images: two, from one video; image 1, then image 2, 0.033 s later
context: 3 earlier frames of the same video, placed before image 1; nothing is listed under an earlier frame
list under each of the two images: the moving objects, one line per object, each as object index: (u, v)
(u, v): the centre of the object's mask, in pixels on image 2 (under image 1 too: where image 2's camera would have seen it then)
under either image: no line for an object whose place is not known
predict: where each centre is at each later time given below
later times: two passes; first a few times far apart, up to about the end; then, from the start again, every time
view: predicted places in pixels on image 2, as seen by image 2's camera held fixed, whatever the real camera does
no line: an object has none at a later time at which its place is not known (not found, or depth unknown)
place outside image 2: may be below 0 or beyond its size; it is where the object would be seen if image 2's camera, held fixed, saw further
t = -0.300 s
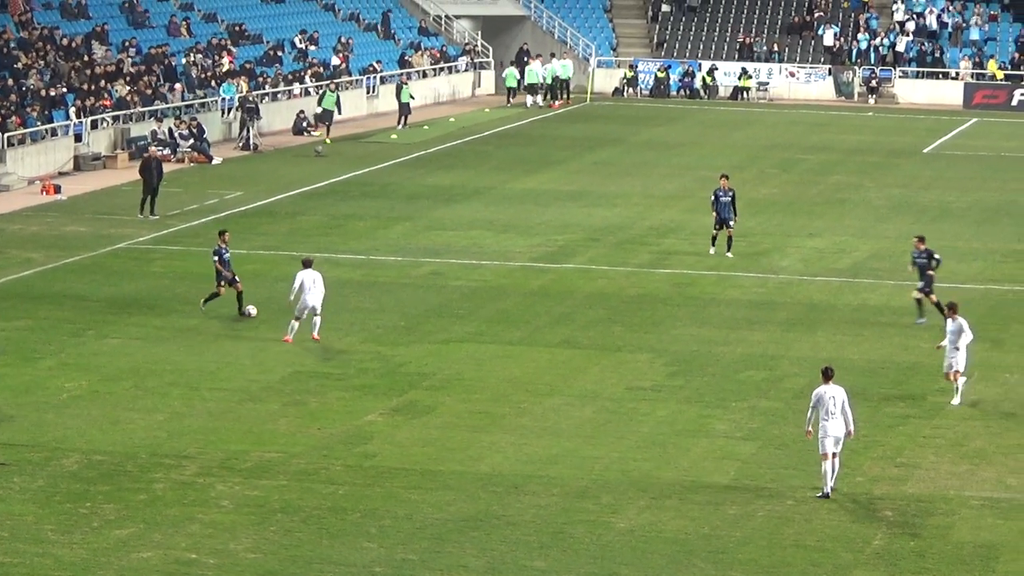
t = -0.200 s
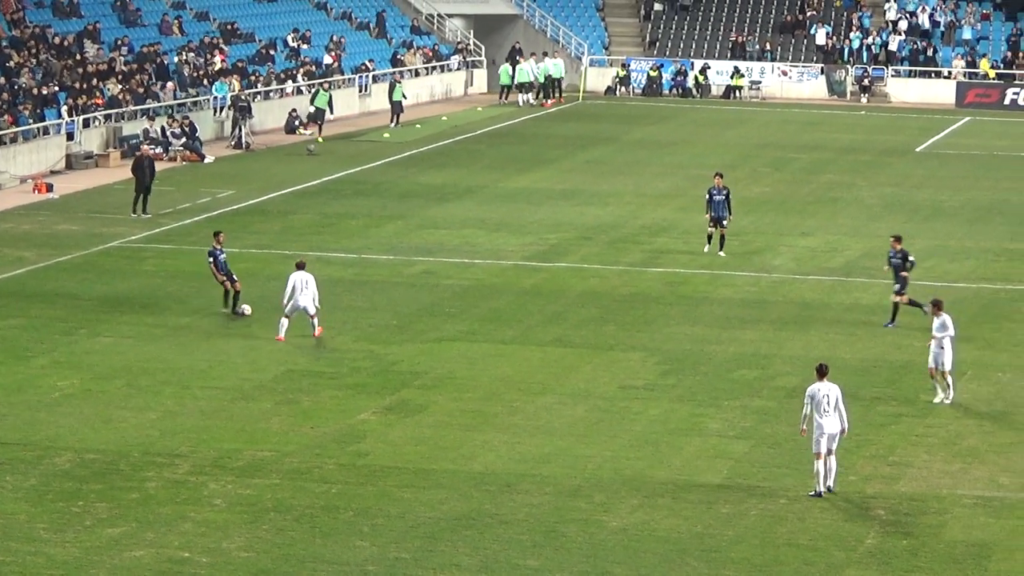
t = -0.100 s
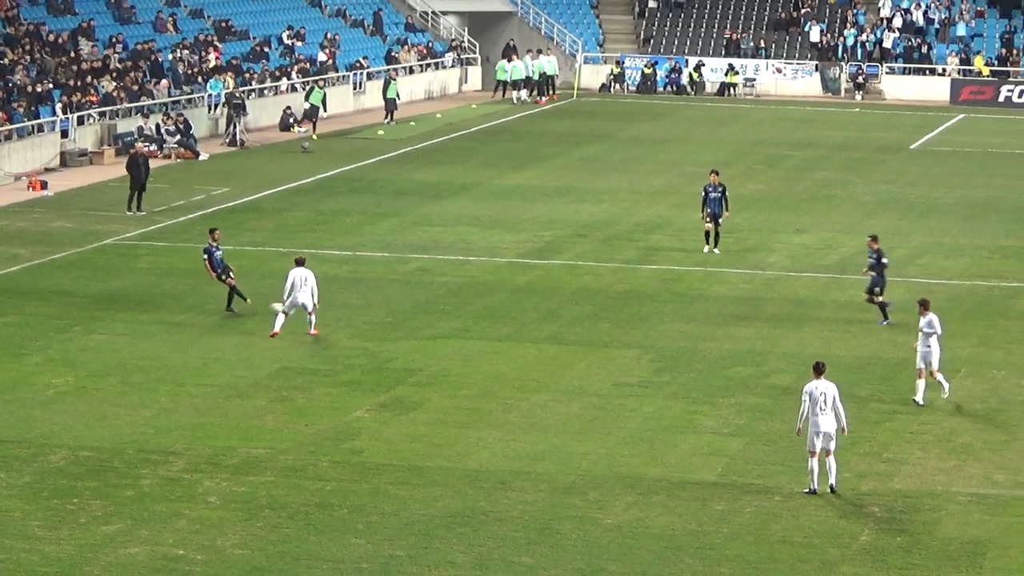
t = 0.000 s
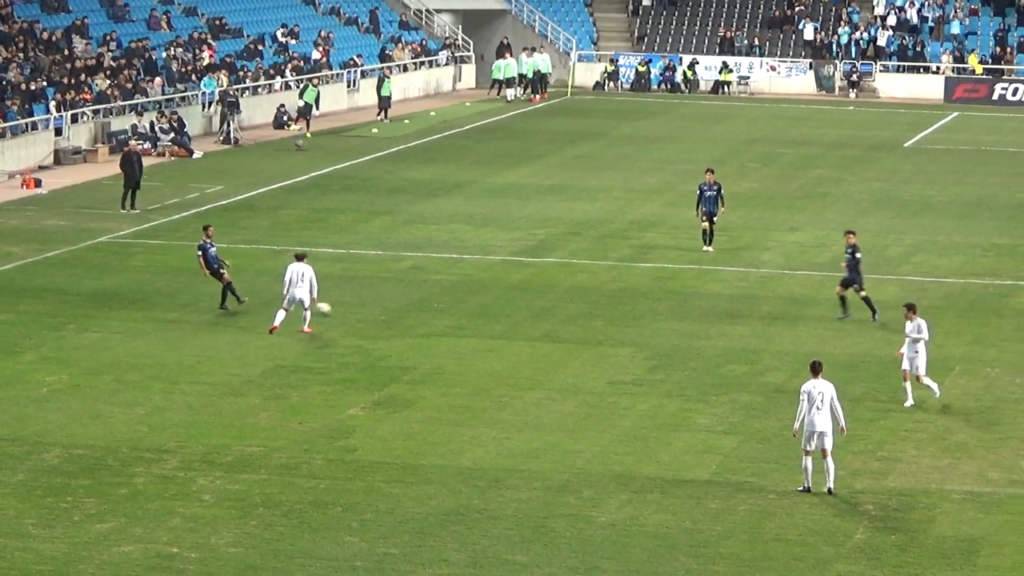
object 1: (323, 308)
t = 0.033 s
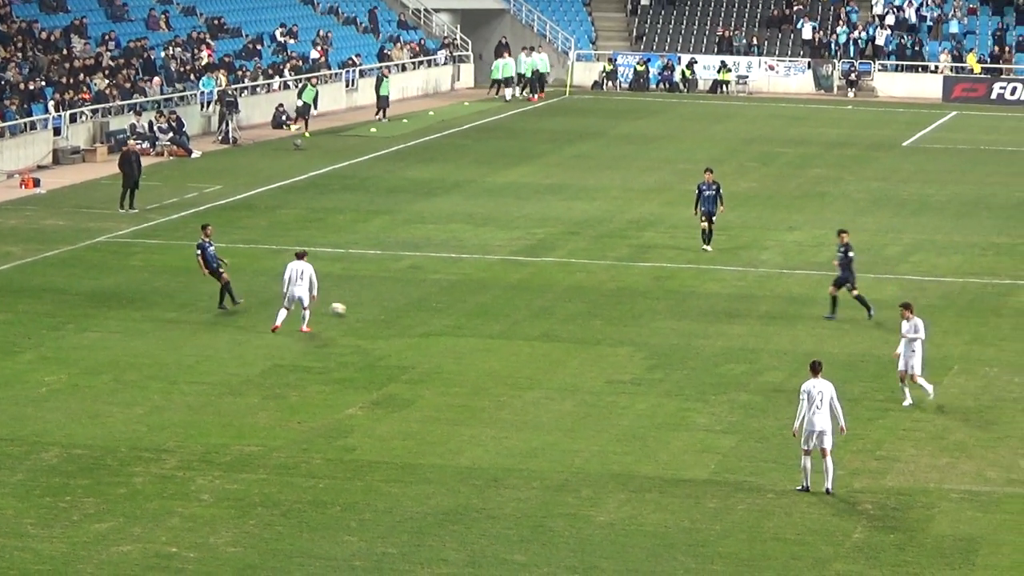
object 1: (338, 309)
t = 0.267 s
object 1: (441, 315)
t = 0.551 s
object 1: (539, 319)
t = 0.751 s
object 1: (599, 320)
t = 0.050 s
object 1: (345, 309)
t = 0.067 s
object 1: (354, 310)
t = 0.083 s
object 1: (362, 311)
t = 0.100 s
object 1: (370, 311)
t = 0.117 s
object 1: (377, 311)
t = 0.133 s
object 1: (385, 312)
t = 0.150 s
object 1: (392, 312)
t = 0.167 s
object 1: (399, 312)
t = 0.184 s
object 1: (406, 312)
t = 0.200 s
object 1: (414, 313)
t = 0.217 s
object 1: (421, 313)
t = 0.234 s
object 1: (428, 314)
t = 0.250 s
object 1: (435, 315)
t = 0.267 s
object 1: (441, 315)
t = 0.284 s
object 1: (448, 314)
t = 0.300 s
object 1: (454, 314)
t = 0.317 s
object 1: (460, 314)
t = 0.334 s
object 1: (467, 314)
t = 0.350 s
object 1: (473, 315)
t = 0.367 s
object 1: (479, 316)
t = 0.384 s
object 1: (485, 316)
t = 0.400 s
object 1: (491, 317)
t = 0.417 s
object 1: (497, 317)
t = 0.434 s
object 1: (502, 317)
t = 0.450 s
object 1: (507, 316)
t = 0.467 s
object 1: (513, 317)
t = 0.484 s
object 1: (518, 317)
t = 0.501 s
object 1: (523, 317)
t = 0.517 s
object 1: (529, 317)
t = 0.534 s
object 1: (534, 318)
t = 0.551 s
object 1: (539, 319)
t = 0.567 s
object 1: (544, 319)
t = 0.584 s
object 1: (549, 318)
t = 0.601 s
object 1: (553, 318)
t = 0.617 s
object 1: (559, 318)
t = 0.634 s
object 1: (564, 318)
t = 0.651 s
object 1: (569, 319)
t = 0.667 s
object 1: (574, 319)
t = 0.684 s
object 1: (579, 320)
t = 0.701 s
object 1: (584, 320)
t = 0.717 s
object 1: (589, 320)
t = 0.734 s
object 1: (594, 320)
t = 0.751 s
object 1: (599, 320)
